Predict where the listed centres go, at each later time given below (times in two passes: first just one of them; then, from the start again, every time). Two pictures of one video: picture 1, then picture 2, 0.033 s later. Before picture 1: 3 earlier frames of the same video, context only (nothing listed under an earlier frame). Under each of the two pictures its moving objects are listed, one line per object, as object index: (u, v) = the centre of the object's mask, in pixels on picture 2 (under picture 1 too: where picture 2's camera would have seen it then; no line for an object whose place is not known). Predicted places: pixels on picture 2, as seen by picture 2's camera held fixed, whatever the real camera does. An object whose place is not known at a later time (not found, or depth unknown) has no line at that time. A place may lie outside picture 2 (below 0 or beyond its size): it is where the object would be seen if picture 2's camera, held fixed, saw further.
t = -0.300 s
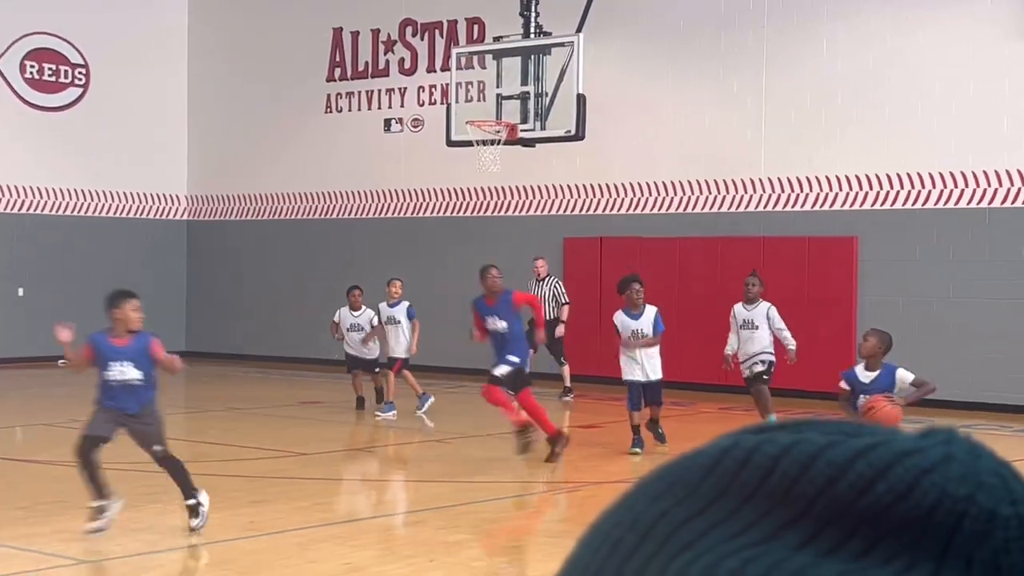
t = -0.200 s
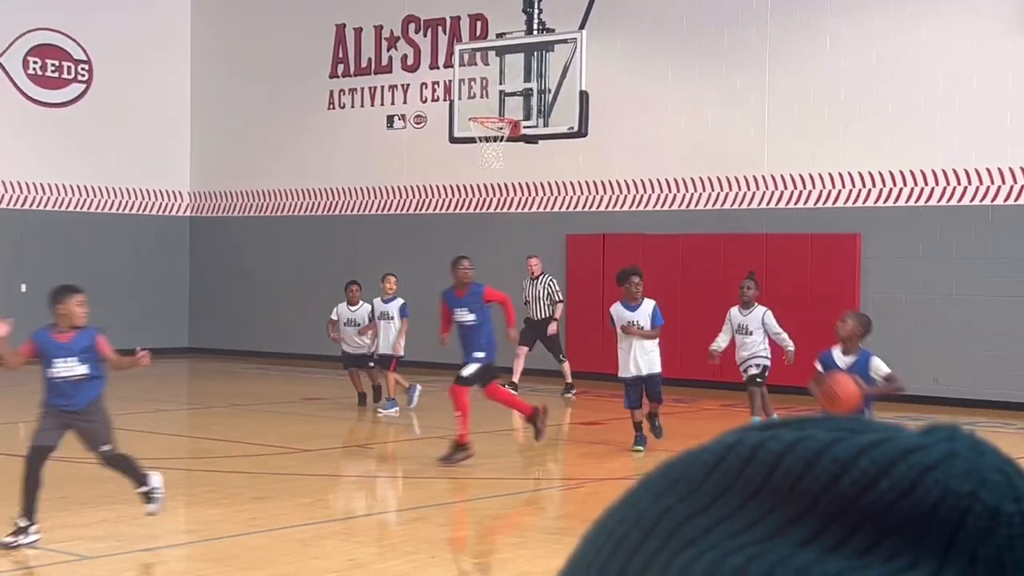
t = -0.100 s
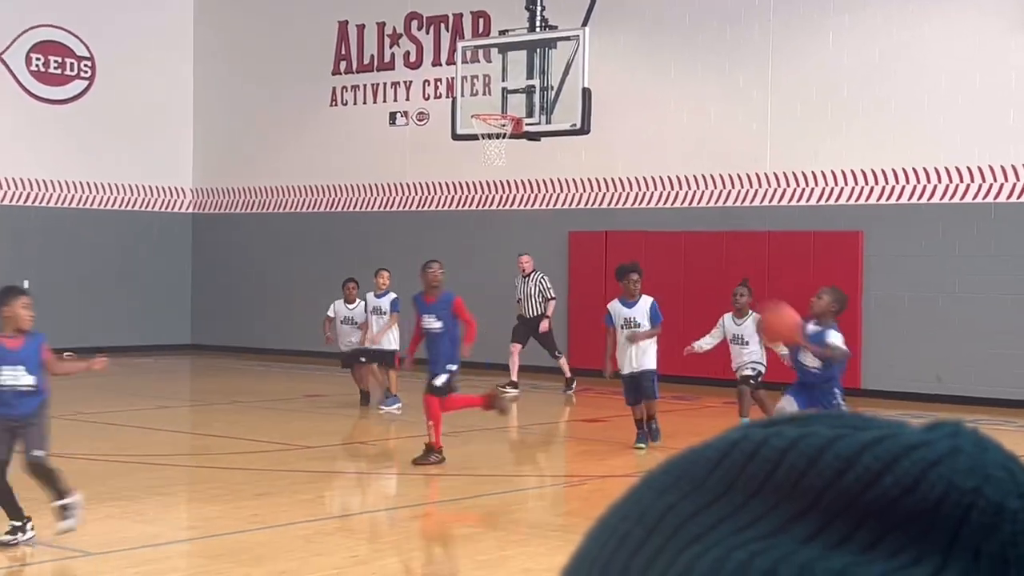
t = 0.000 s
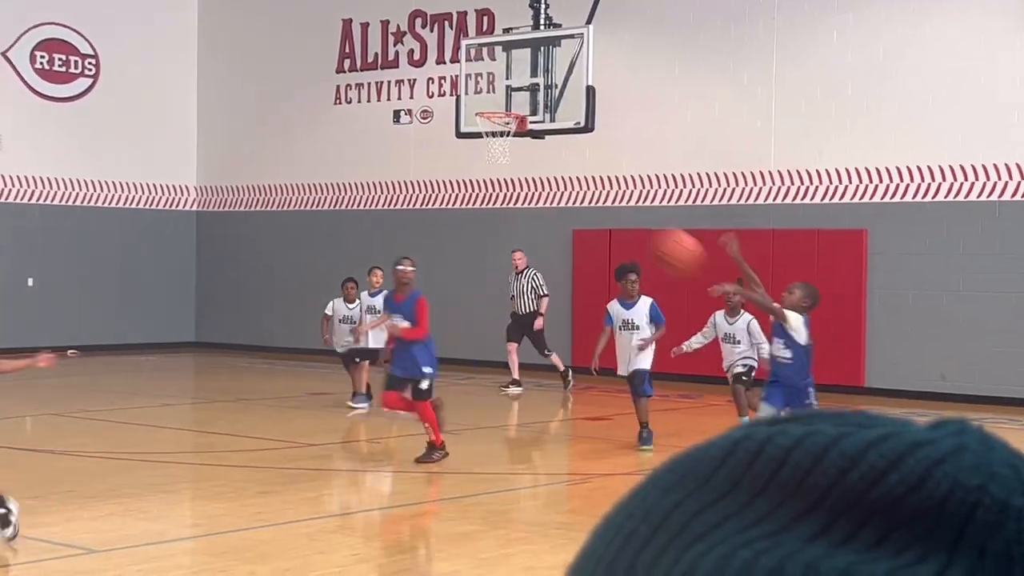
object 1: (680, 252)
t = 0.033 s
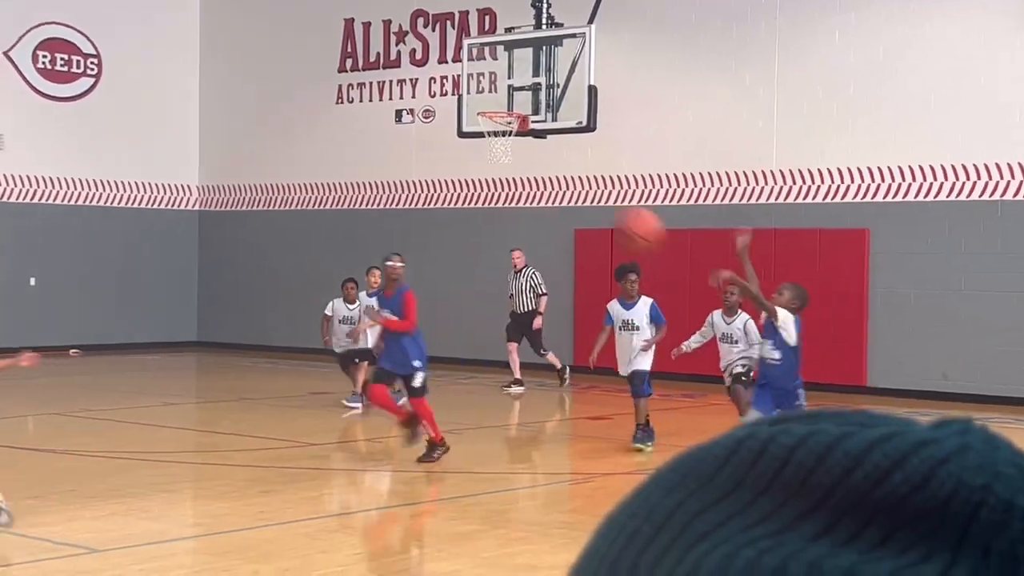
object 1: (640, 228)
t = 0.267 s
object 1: (321, 125)
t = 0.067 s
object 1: (598, 212)
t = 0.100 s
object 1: (553, 191)
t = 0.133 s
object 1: (510, 174)
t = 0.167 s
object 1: (465, 160)
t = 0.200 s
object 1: (419, 147)
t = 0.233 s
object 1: (371, 135)
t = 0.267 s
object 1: (321, 125)
